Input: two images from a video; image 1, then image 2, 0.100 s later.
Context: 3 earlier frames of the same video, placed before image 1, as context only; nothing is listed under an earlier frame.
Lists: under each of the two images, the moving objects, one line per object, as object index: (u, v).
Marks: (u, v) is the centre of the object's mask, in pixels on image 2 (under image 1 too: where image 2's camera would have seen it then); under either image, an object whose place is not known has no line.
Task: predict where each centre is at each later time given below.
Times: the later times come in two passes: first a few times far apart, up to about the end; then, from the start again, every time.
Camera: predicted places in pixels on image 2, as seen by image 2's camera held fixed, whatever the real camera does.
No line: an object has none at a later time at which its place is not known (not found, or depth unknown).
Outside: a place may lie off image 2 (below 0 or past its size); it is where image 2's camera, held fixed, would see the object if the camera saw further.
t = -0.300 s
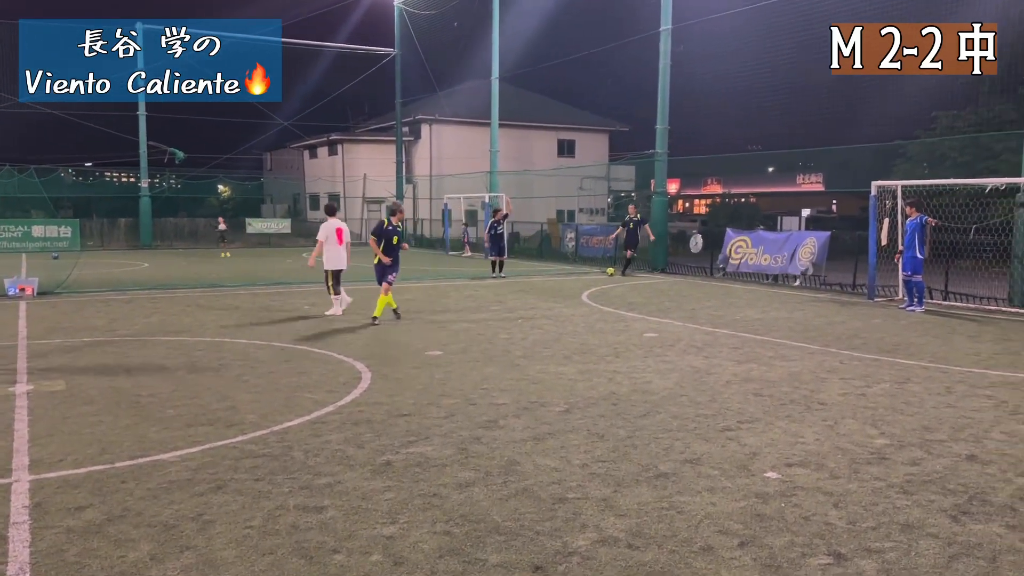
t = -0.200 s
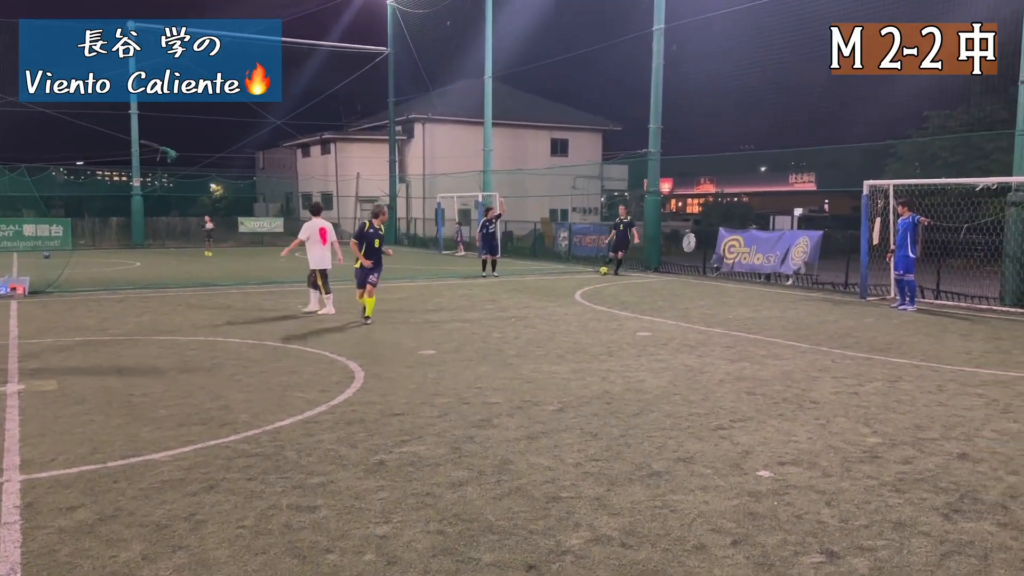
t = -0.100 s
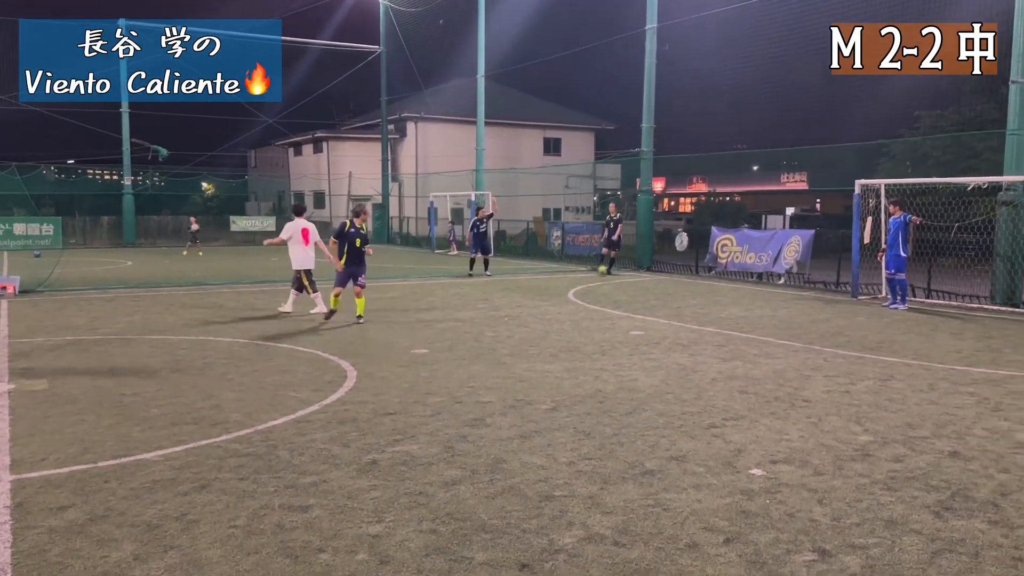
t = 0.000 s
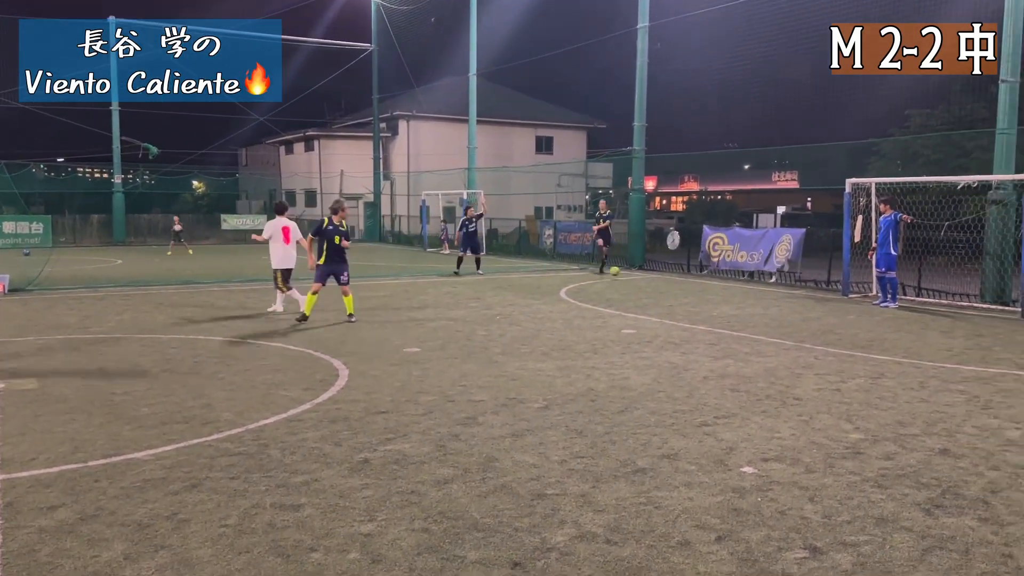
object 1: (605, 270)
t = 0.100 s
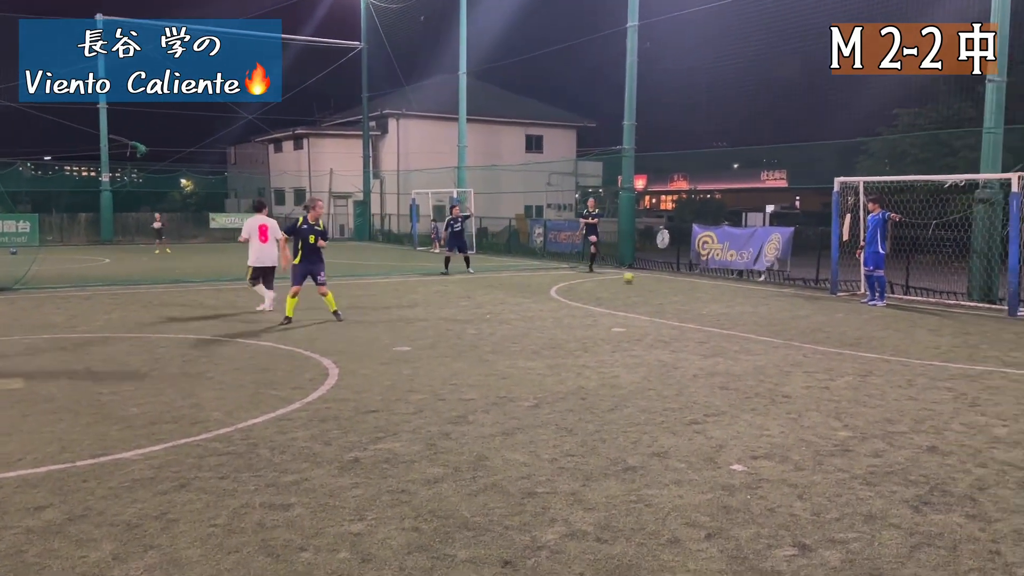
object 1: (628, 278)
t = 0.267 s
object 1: (672, 286)
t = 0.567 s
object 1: (769, 306)
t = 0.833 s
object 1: (871, 327)
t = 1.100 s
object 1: (1011, 353)
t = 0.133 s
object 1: (637, 281)
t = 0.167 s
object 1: (645, 282)
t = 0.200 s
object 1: (654, 282)
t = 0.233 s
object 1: (663, 284)
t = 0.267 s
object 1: (672, 286)
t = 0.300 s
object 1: (683, 289)
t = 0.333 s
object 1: (693, 293)
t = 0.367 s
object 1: (703, 293)
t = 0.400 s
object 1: (713, 294)
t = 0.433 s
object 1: (724, 296)
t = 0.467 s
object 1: (735, 299)
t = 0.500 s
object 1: (747, 303)
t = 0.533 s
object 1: (758, 306)
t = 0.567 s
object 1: (769, 306)
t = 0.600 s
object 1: (780, 308)
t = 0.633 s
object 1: (793, 310)
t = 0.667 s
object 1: (805, 314)
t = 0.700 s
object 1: (817, 317)
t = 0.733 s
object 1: (830, 318)
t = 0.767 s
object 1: (843, 320)
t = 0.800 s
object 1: (857, 324)
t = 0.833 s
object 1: (871, 327)
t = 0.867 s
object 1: (886, 330)
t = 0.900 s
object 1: (901, 333)
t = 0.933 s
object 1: (918, 336)
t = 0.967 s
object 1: (934, 339)
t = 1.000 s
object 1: (953, 340)
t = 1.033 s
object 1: (971, 344)
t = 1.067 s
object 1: (990, 348)
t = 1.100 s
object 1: (1011, 353)
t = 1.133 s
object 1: (1032, 356)
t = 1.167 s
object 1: (1054, 359)
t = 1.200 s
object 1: (1078, 364)
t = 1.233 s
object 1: (1102, 371)
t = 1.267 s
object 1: (1129, 376)
